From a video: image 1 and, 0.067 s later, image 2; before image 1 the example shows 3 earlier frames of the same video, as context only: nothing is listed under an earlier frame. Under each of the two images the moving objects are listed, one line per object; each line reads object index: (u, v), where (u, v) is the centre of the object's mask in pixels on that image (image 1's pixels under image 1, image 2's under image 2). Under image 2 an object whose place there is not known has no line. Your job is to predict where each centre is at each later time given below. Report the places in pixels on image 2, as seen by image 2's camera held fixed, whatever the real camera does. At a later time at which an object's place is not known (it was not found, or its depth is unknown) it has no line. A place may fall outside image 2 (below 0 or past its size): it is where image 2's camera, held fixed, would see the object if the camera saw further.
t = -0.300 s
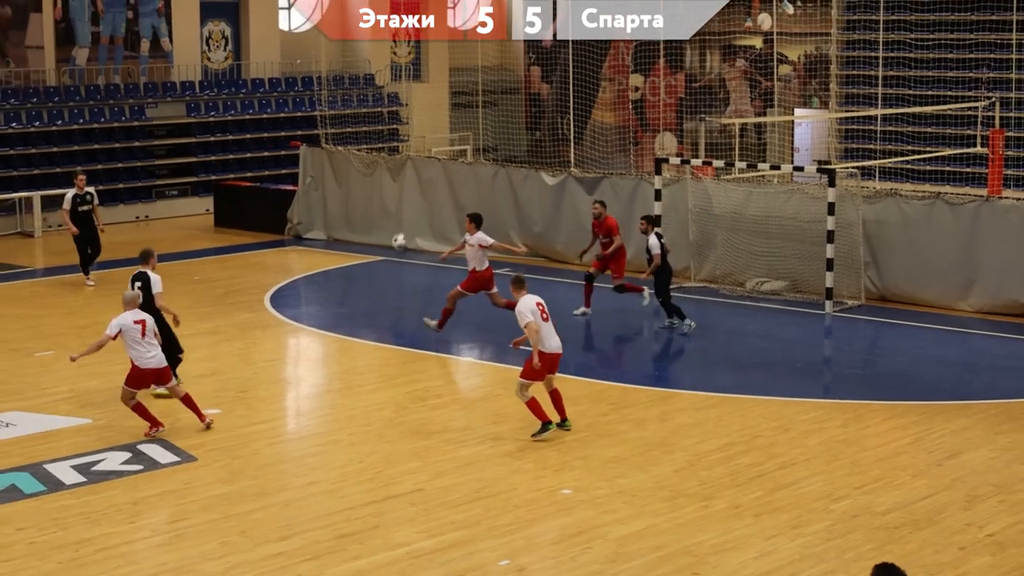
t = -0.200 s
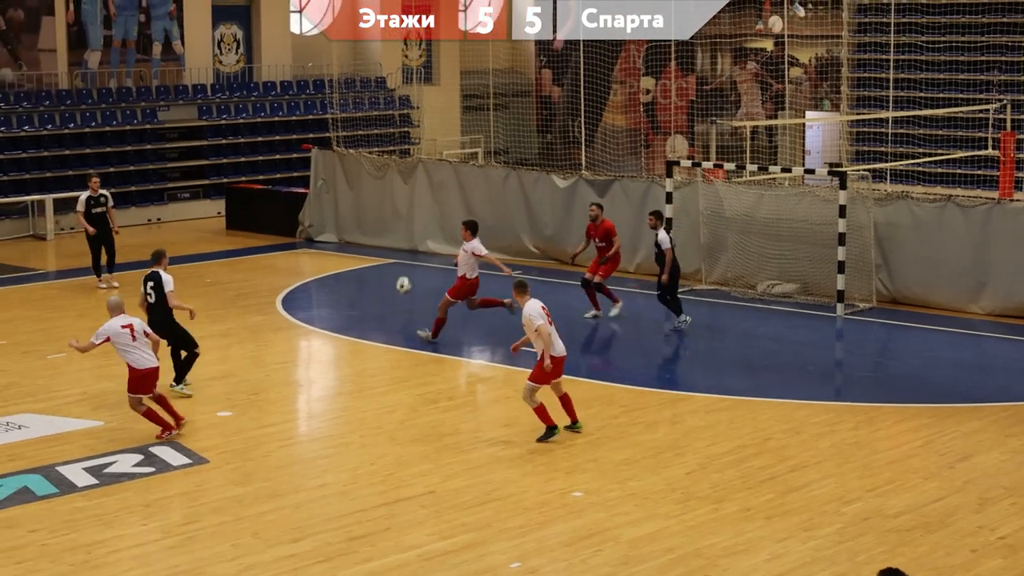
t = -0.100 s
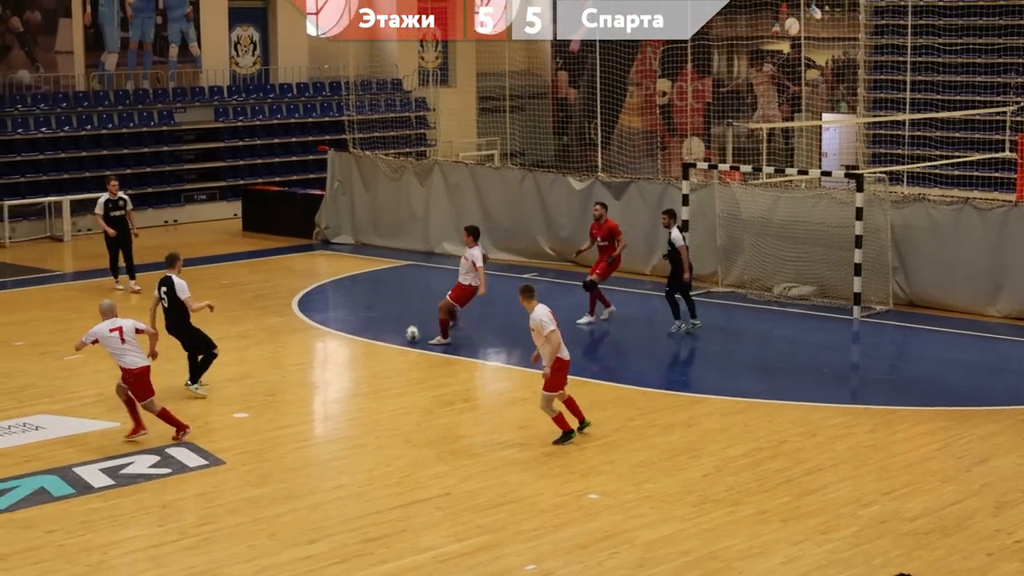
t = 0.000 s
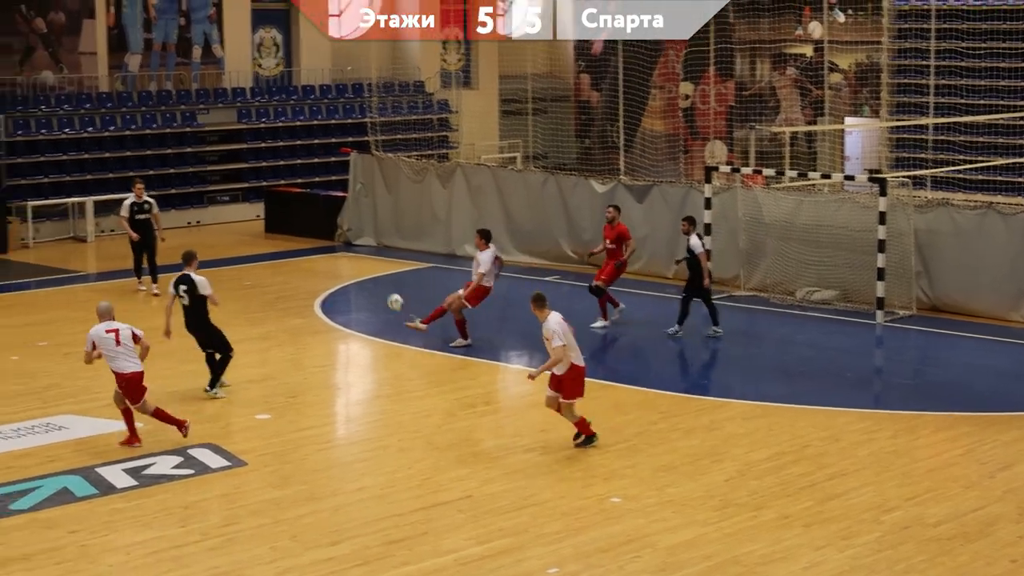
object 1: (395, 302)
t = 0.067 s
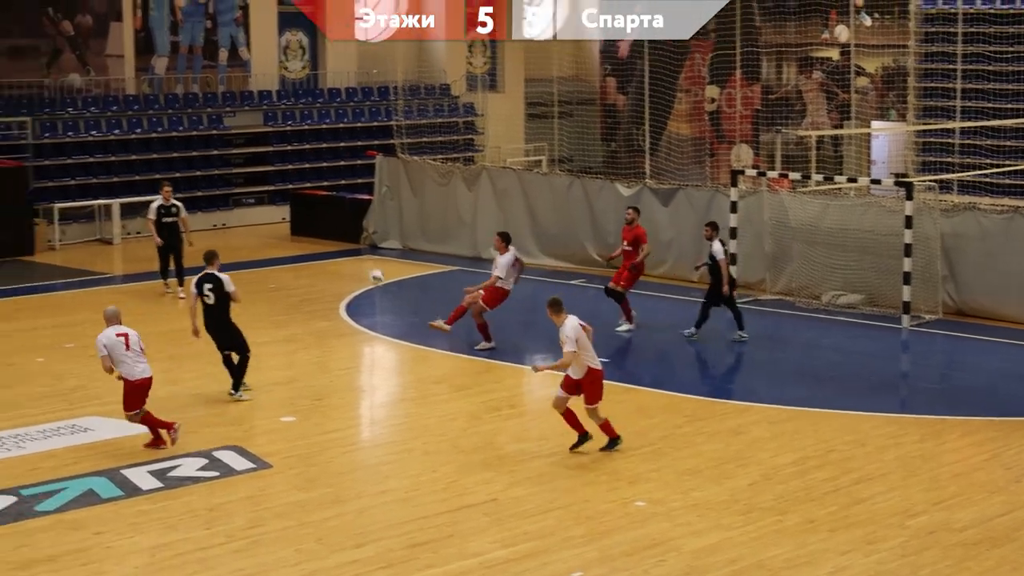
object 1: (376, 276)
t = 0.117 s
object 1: (346, 257)
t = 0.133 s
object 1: (336, 251)
